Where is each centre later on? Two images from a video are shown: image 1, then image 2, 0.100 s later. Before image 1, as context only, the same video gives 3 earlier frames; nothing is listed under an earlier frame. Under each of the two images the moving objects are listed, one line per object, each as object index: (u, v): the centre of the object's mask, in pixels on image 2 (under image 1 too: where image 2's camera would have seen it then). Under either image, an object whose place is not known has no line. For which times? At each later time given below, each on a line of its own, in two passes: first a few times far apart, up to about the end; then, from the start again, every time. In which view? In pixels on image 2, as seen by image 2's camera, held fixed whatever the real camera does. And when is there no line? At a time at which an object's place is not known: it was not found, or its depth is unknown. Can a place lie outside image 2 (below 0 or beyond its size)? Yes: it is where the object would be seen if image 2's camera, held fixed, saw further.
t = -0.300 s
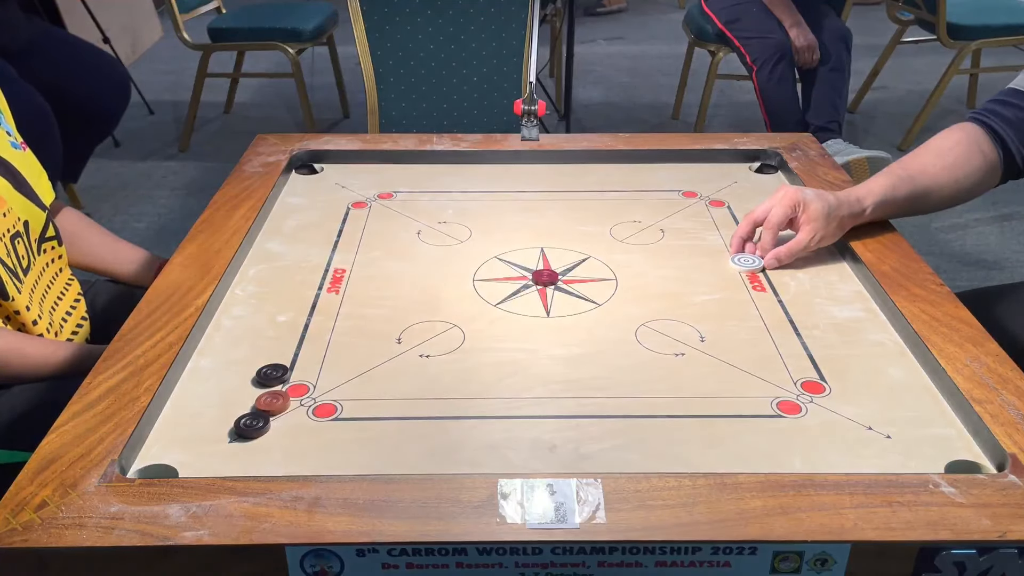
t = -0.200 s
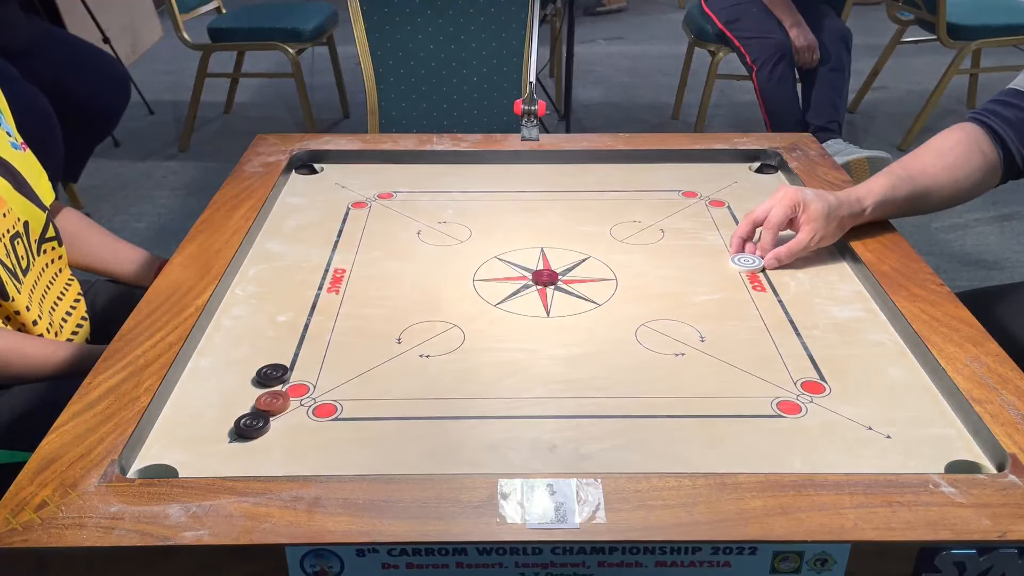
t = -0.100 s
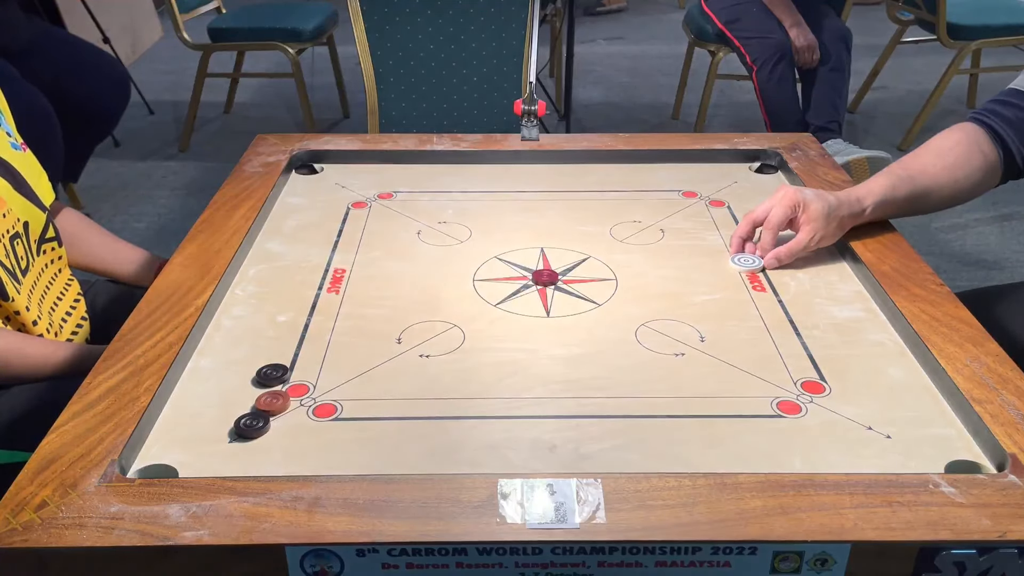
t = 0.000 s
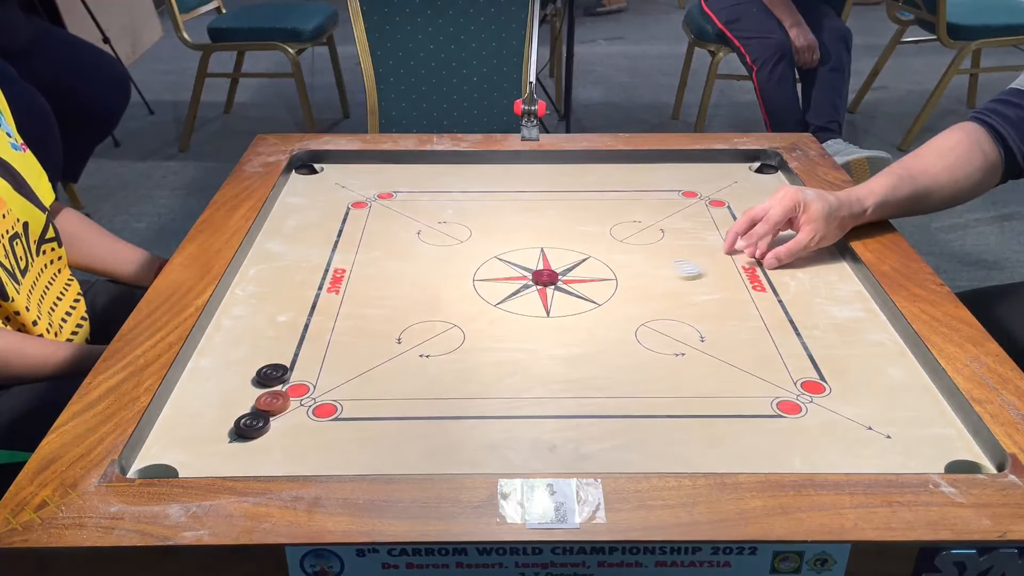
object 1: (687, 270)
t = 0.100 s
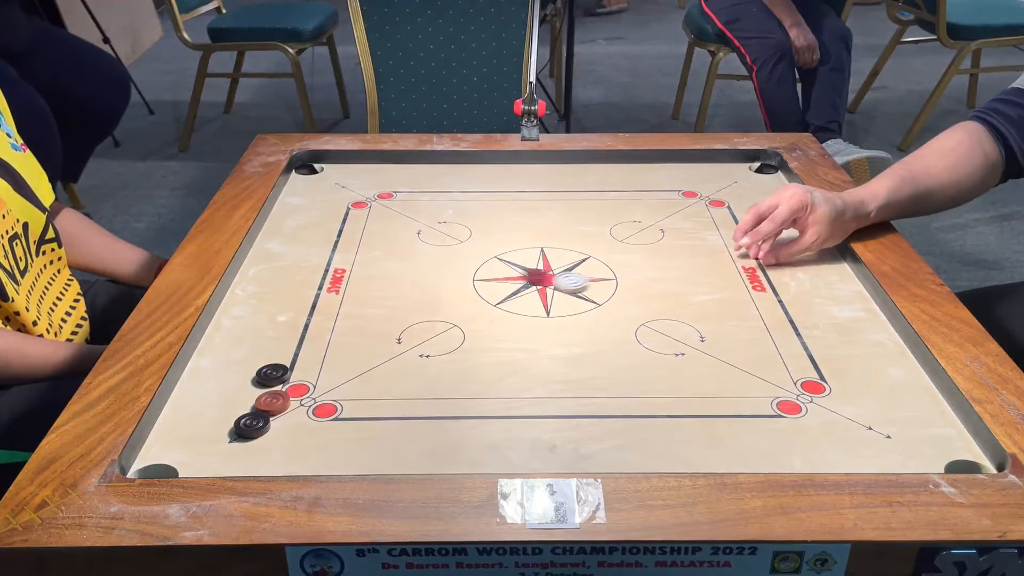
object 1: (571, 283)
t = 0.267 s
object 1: (470, 311)
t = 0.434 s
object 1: (374, 338)
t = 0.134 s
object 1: (551, 288)
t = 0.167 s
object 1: (530, 294)
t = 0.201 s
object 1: (510, 300)
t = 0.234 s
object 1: (490, 305)
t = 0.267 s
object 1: (470, 311)
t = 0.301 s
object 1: (451, 316)
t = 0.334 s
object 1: (432, 322)
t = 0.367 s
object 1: (413, 327)
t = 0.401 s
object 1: (394, 333)
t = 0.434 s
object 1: (374, 338)
